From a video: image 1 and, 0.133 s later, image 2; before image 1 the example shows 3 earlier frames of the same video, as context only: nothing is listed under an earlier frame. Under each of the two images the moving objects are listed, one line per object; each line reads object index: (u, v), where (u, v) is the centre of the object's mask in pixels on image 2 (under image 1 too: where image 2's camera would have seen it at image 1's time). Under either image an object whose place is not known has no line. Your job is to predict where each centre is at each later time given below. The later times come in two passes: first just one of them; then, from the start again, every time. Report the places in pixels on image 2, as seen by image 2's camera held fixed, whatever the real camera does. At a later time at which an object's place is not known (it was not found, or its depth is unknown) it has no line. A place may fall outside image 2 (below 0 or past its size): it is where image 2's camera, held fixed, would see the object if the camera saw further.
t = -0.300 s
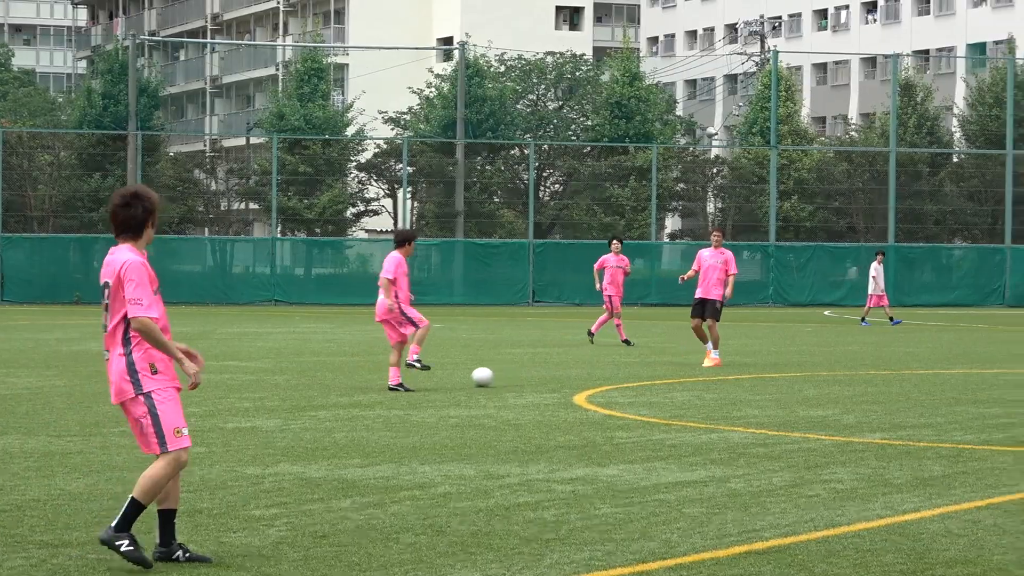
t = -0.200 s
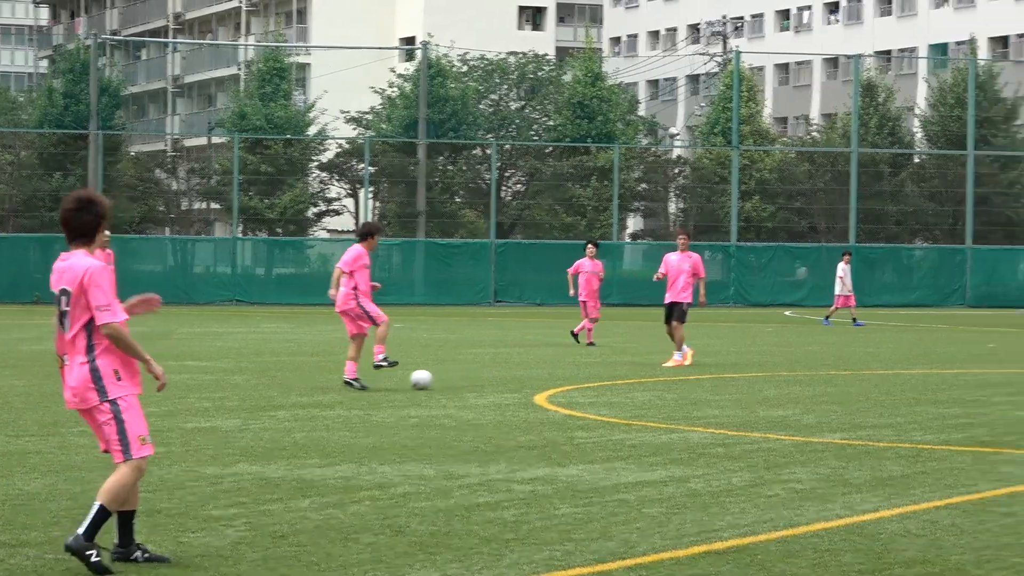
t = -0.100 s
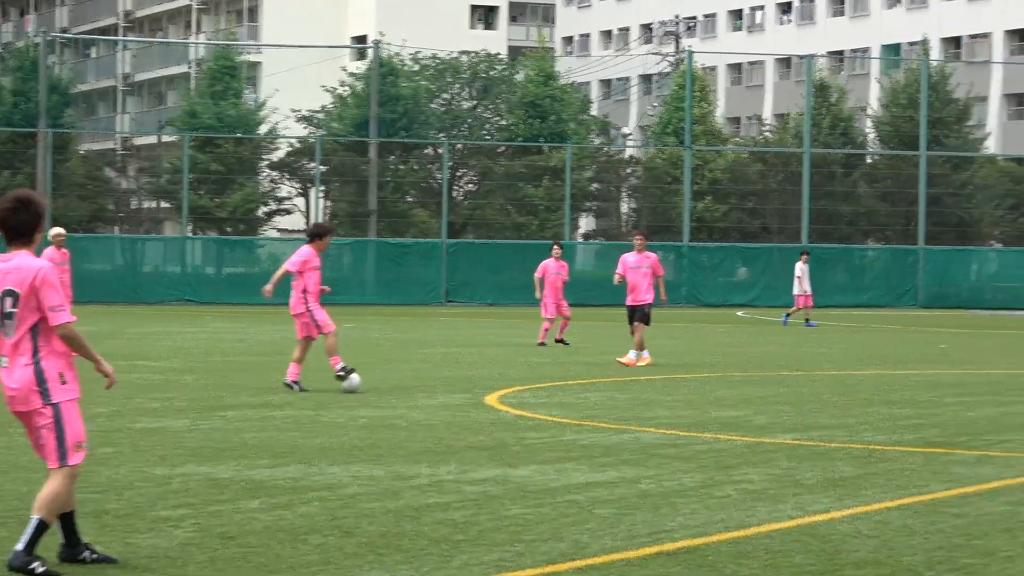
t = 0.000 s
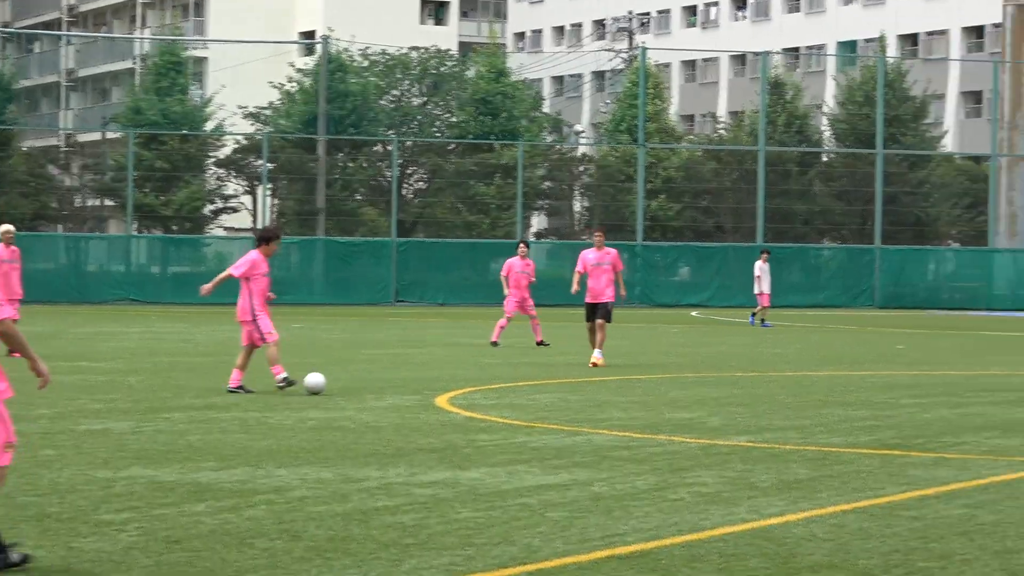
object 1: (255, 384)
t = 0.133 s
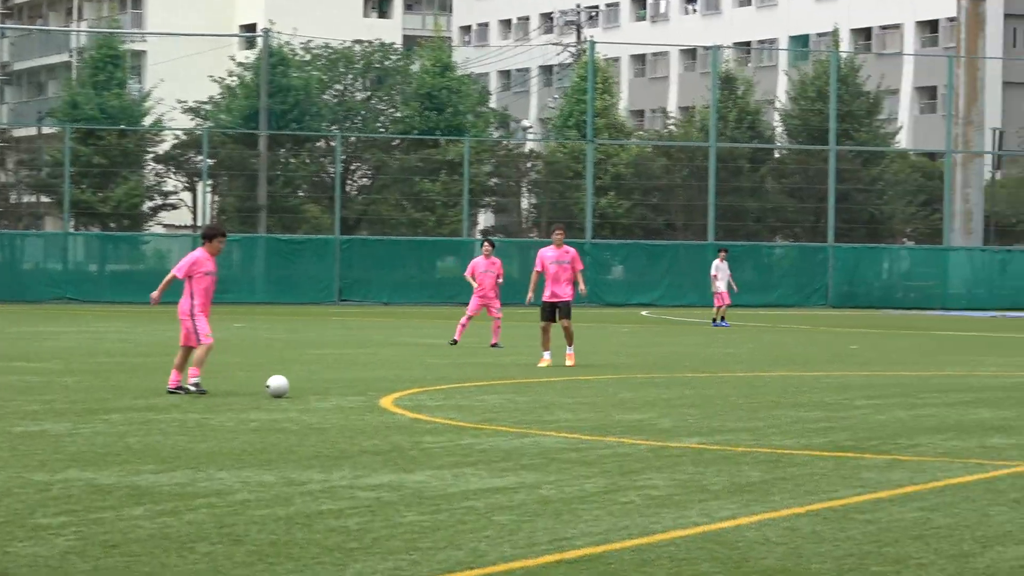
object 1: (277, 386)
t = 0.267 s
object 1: (298, 388)
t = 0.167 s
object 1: (283, 387)
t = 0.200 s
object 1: (287, 388)
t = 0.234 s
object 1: (292, 388)
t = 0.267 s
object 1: (298, 388)
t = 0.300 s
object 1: (303, 388)
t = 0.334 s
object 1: (308, 389)
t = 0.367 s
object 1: (312, 390)
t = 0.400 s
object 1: (317, 390)
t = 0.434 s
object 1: (322, 390)
